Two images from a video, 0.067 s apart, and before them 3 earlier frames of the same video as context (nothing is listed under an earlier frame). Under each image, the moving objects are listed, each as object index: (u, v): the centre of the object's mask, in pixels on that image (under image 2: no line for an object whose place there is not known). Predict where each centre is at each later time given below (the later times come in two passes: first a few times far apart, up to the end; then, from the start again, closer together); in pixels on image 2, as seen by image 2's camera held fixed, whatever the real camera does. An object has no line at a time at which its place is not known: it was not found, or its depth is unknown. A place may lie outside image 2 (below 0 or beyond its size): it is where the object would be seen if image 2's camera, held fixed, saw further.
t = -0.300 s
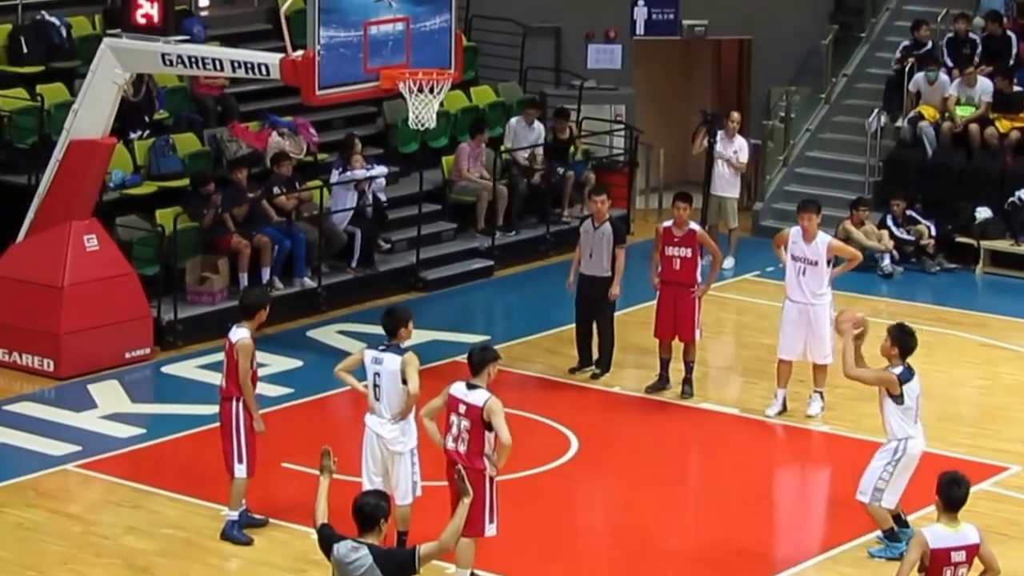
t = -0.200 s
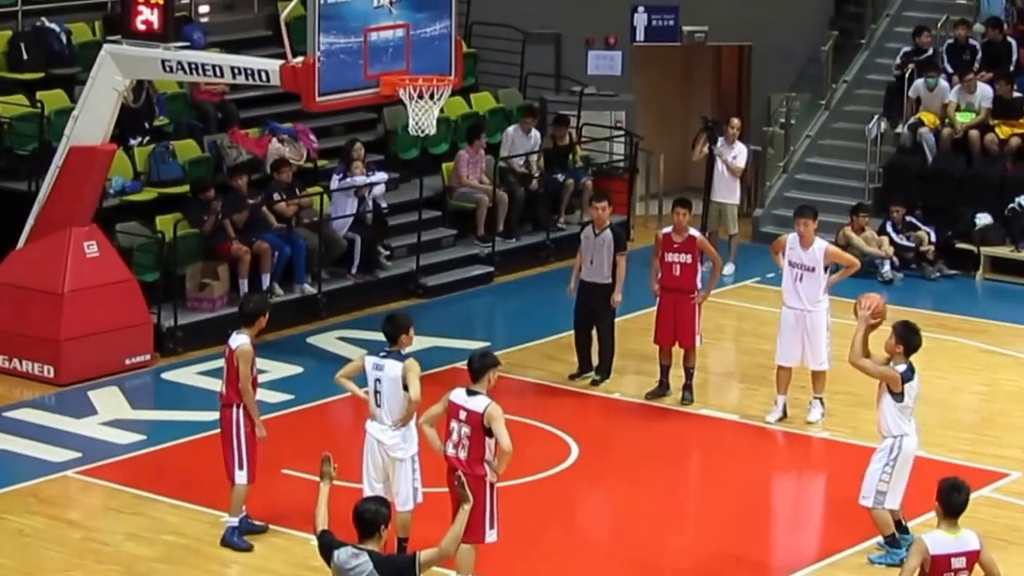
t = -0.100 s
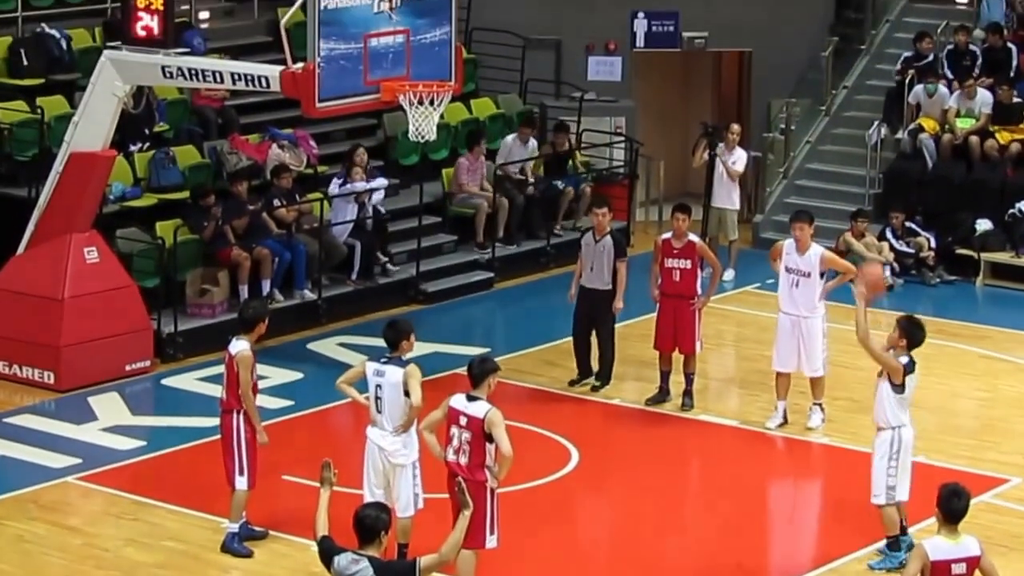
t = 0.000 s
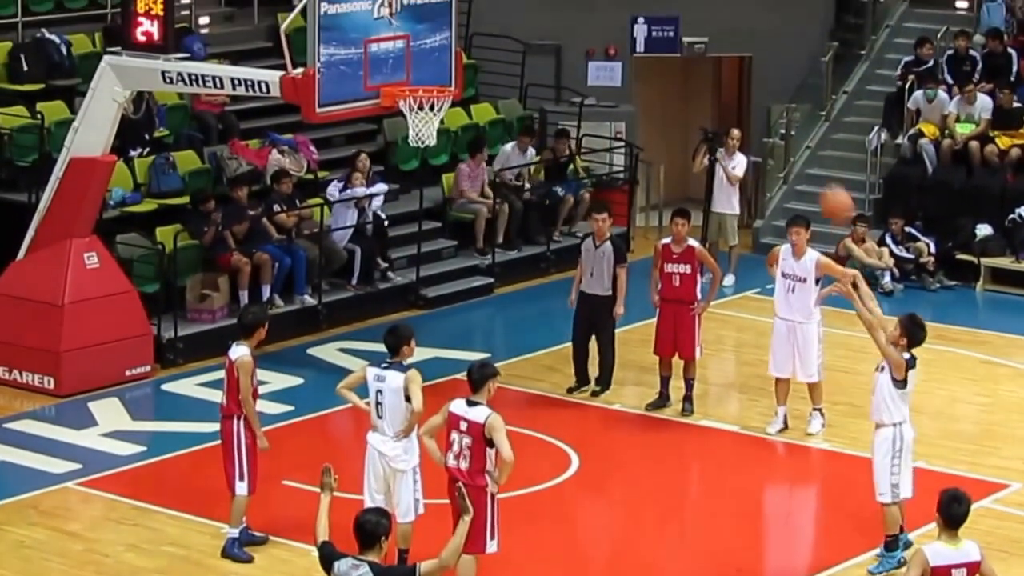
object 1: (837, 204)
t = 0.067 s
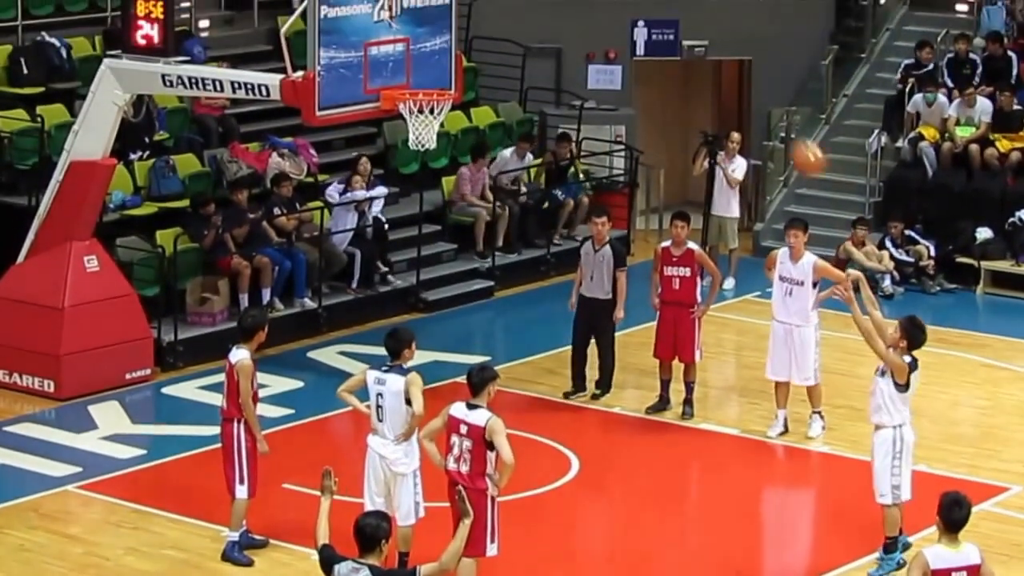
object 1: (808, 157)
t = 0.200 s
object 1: (752, 79)
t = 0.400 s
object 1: (670, 5)
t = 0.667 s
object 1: (564, -9)
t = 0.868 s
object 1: (489, 34)
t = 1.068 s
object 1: (423, 86)
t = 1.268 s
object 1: (425, 106)
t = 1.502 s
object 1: (418, 137)
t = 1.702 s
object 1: (408, 181)
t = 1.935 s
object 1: (399, 295)
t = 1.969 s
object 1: (397, 312)
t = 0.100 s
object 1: (794, 135)
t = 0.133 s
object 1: (780, 114)
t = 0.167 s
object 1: (767, 96)
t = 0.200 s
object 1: (752, 79)
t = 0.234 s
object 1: (738, 63)
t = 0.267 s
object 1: (724, 48)
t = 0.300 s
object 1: (711, 35)
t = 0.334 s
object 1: (697, 24)
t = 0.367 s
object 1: (684, 14)
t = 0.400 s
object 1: (670, 5)
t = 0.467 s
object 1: (644, -5)
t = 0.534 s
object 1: (617, -9)
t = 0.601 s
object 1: (591, -10)
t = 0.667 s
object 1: (564, -9)
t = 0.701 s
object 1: (551, -6)
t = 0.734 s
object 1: (539, -1)
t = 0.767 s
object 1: (525, 6)
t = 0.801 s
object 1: (514, 13)
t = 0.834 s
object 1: (501, 23)
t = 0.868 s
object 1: (489, 34)
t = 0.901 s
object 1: (476, 46)
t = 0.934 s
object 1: (465, 58)
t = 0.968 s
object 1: (451, 71)
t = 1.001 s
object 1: (440, 83)
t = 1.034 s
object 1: (432, 84)
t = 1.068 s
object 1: (423, 86)
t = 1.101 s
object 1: (416, 87)
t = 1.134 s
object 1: (417, 88)
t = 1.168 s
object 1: (421, 89)
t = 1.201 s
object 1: (425, 91)
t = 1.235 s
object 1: (426, 98)
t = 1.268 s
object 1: (425, 106)
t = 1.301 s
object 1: (421, 109)
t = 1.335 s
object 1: (423, 111)
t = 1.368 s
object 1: (422, 118)
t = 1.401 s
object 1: (420, 131)
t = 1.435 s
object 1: (421, 132)
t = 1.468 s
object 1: (419, 134)
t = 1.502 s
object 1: (418, 137)
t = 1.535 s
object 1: (416, 140)
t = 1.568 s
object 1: (413, 146)
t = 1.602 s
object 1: (412, 152)
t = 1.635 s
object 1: (411, 161)
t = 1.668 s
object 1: (410, 170)
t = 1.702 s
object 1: (408, 181)
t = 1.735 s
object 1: (407, 193)
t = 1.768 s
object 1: (406, 207)
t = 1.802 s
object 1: (404, 221)
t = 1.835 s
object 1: (403, 237)
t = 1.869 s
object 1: (402, 255)
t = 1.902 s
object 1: (400, 274)
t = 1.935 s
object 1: (399, 295)
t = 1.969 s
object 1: (397, 312)
